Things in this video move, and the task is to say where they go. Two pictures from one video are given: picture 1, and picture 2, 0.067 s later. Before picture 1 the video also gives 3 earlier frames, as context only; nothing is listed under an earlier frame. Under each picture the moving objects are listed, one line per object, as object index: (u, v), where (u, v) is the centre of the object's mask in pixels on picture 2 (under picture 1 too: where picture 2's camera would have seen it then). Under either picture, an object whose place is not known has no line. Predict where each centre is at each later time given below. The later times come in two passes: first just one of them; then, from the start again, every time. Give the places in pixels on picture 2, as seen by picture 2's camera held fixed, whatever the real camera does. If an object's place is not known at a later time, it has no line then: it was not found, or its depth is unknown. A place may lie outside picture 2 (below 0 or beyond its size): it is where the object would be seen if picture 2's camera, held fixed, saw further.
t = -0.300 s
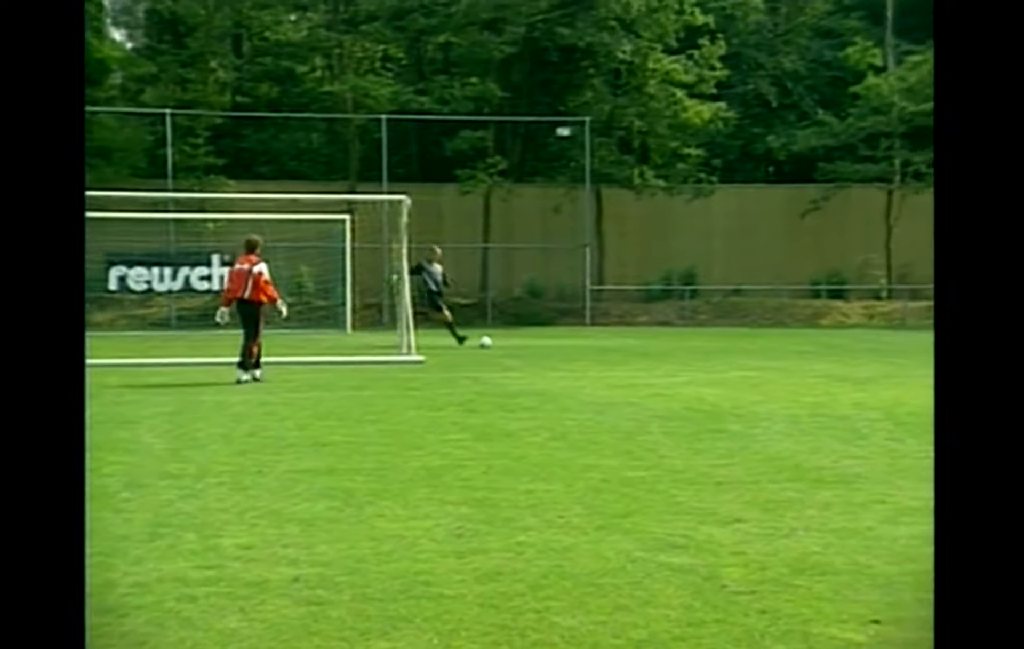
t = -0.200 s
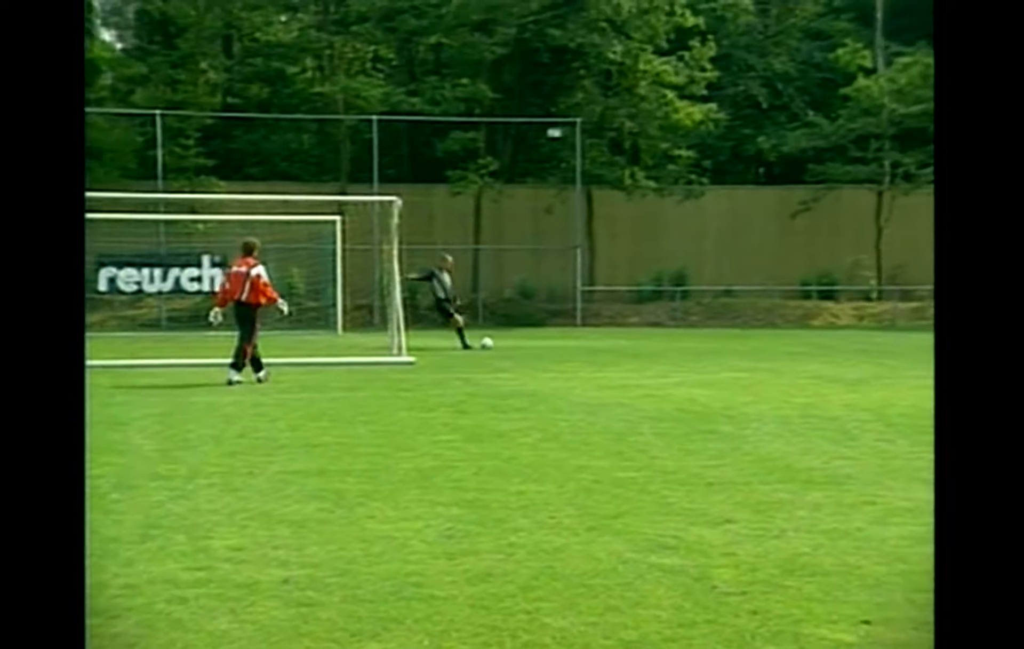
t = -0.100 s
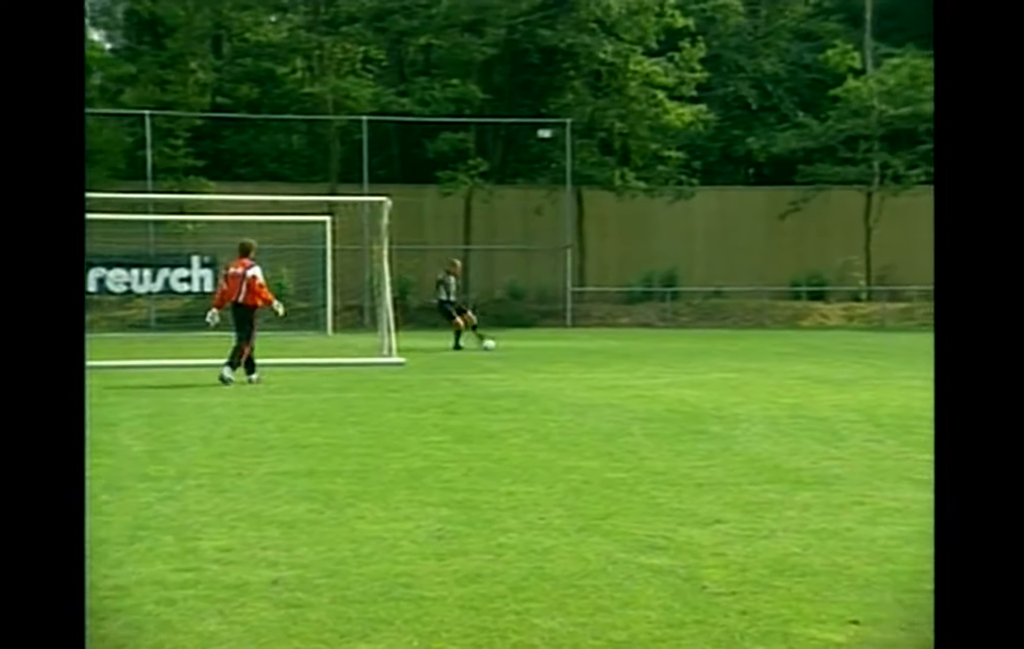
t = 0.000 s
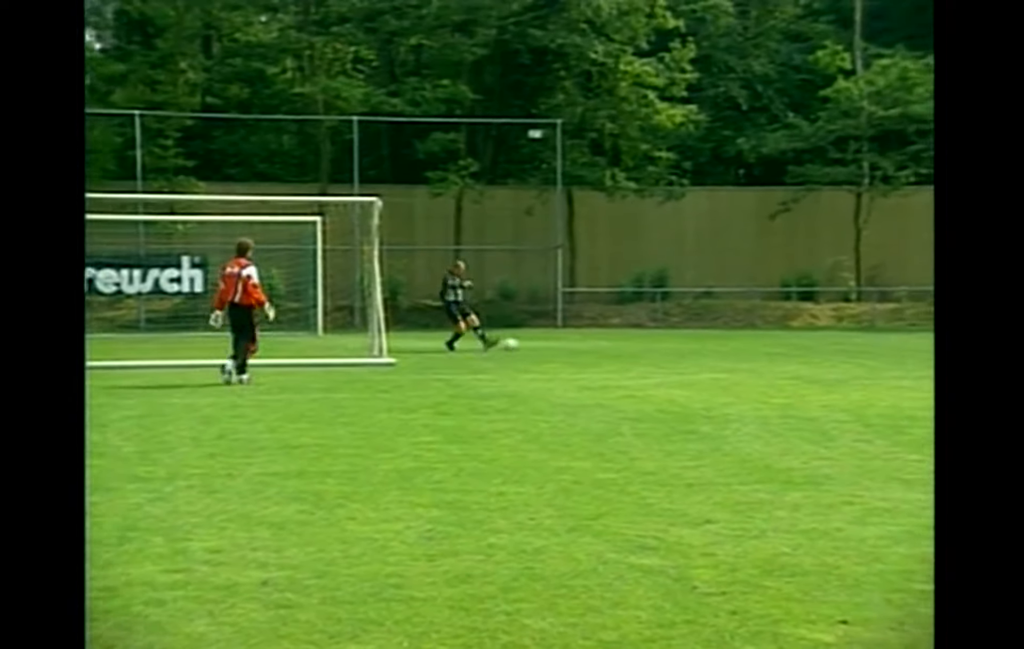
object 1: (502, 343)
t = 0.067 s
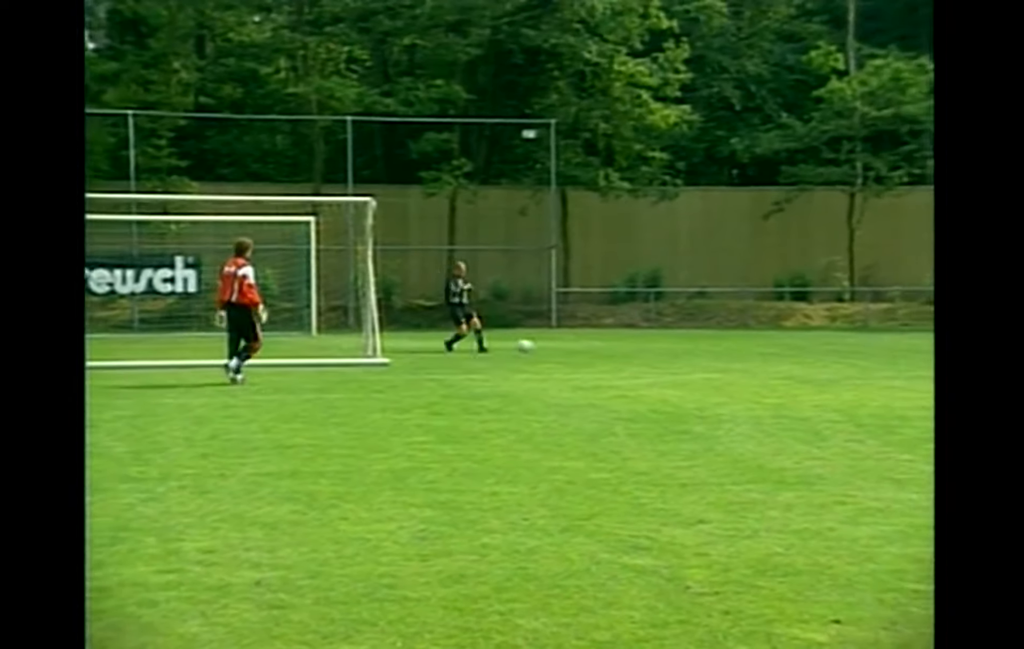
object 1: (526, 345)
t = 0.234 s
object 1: (580, 355)
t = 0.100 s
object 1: (536, 347)
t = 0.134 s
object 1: (548, 351)
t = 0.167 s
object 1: (560, 354)
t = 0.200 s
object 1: (570, 356)
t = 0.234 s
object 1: (580, 355)
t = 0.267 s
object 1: (591, 355)
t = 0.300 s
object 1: (600, 354)
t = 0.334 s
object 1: (612, 355)
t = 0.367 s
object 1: (622, 358)
